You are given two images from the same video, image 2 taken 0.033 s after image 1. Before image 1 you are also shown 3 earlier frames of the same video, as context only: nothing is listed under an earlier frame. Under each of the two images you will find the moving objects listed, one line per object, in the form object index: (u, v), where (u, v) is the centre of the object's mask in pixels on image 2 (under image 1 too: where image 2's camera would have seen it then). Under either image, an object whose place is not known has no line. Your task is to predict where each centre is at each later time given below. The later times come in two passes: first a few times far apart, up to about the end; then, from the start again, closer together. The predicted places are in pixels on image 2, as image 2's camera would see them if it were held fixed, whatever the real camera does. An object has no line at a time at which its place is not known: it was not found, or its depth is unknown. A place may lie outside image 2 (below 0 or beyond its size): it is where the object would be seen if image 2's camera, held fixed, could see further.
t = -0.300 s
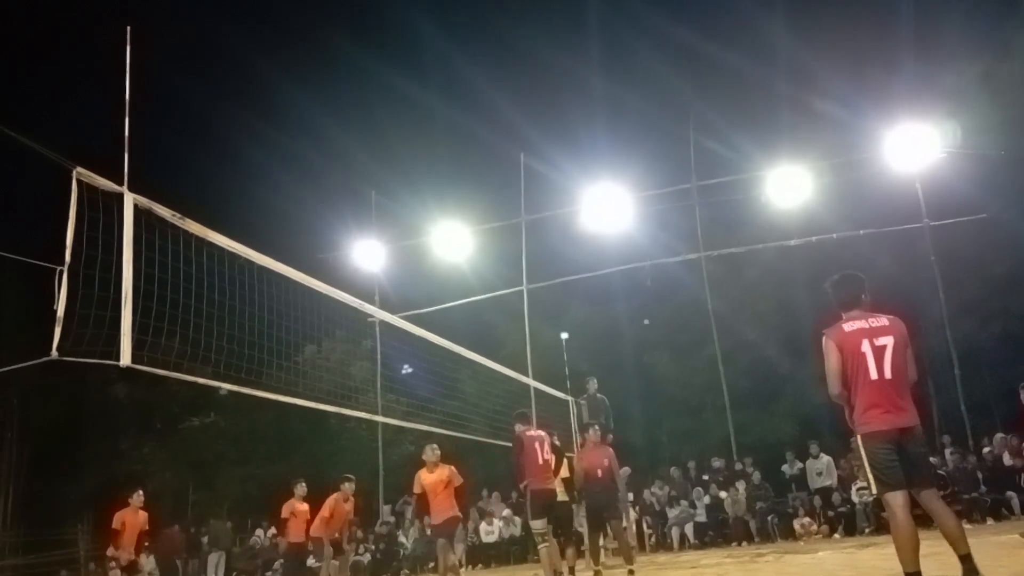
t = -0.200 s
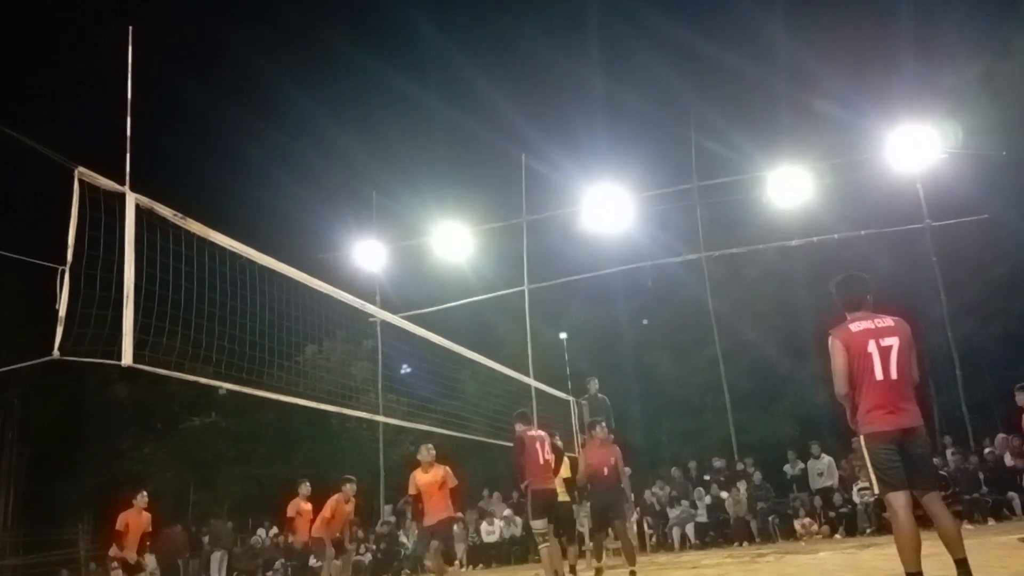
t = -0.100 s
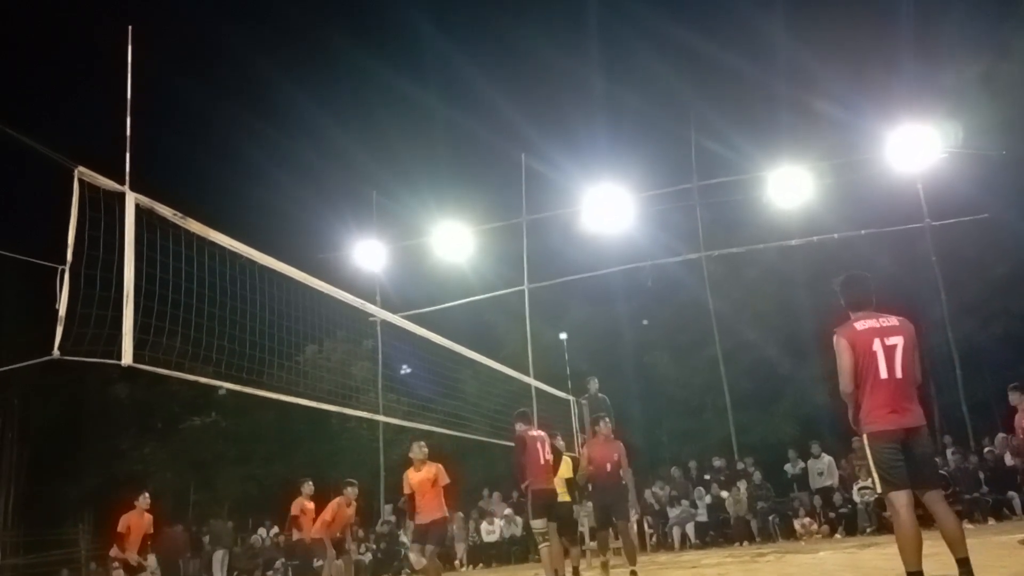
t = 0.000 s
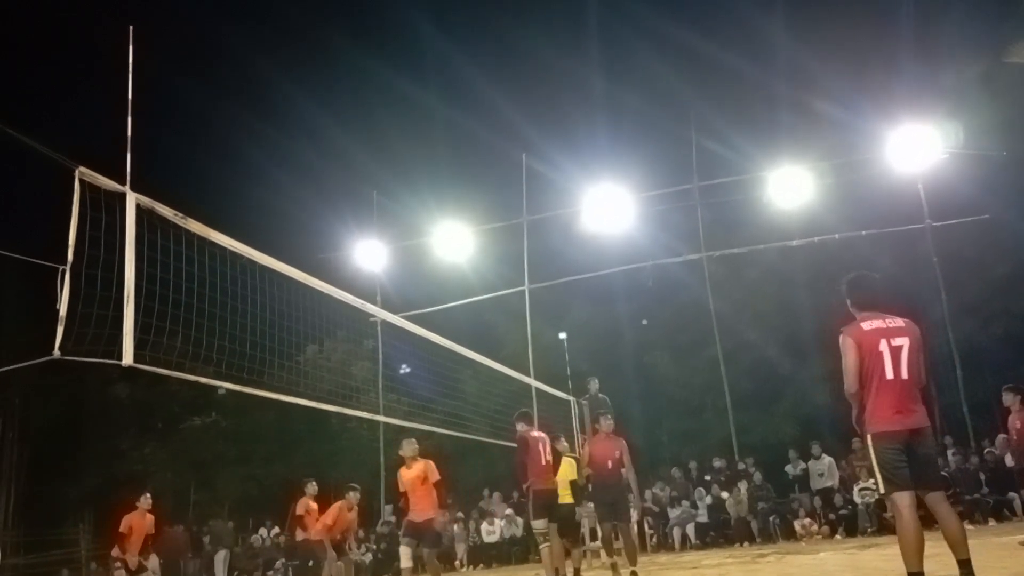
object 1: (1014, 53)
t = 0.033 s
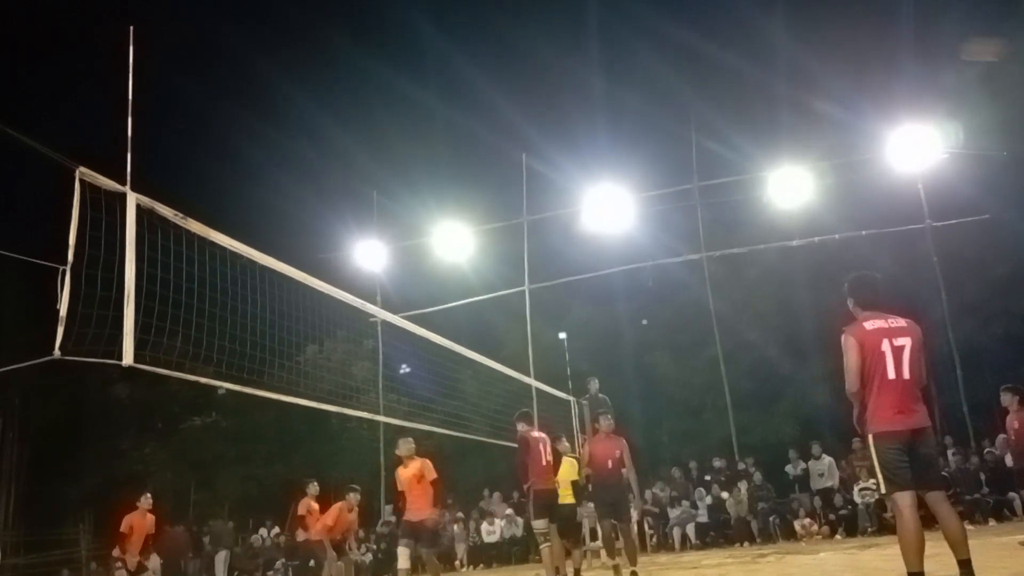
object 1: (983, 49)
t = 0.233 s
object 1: (740, 50)
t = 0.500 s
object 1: (466, 100)
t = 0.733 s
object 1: (253, 185)
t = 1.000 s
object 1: (16, 339)
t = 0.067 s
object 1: (944, 47)
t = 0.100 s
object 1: (899, 46)
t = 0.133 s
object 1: (857, 45)
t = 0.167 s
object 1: (819, 46)
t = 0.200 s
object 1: (780, 47)
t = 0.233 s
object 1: (740, 50)
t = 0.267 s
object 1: (705, 53)
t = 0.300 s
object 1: (669, 57)
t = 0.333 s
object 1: (631, 63)
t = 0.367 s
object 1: (599, 68)
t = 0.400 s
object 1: (564, 75)
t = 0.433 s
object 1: (531, 83)
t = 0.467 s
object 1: (500, 90)
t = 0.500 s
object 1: (466, 100)
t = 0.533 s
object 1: (436, 109)
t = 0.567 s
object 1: (405, 120)
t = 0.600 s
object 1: (373, 132)
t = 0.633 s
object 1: (345, 143)
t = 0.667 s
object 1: (313, 156)
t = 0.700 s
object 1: (282, 171)
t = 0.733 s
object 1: (253, 185)
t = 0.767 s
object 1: (223, 201)
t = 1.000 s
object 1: (16, 339)
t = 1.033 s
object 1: (-6, 358)
